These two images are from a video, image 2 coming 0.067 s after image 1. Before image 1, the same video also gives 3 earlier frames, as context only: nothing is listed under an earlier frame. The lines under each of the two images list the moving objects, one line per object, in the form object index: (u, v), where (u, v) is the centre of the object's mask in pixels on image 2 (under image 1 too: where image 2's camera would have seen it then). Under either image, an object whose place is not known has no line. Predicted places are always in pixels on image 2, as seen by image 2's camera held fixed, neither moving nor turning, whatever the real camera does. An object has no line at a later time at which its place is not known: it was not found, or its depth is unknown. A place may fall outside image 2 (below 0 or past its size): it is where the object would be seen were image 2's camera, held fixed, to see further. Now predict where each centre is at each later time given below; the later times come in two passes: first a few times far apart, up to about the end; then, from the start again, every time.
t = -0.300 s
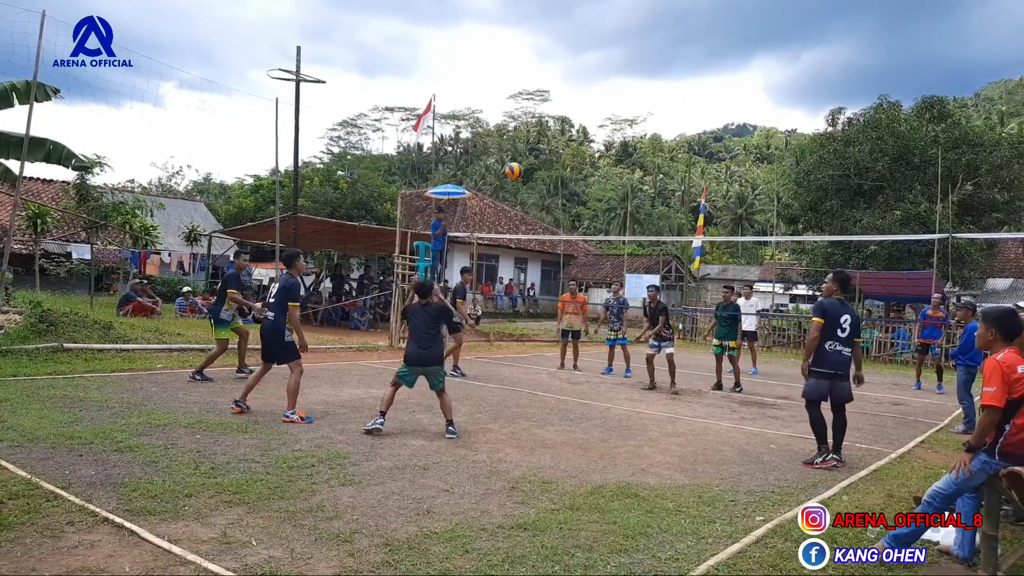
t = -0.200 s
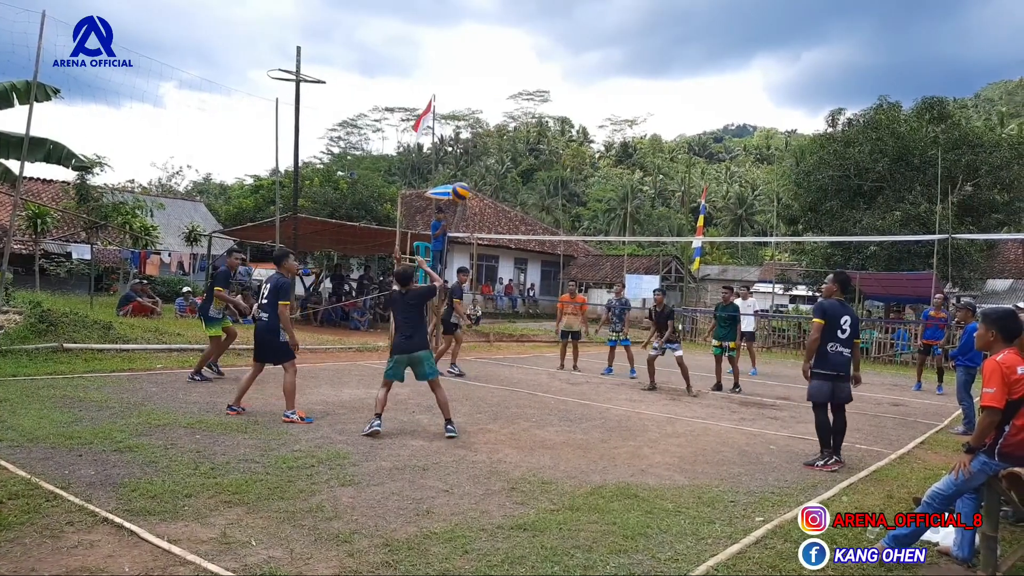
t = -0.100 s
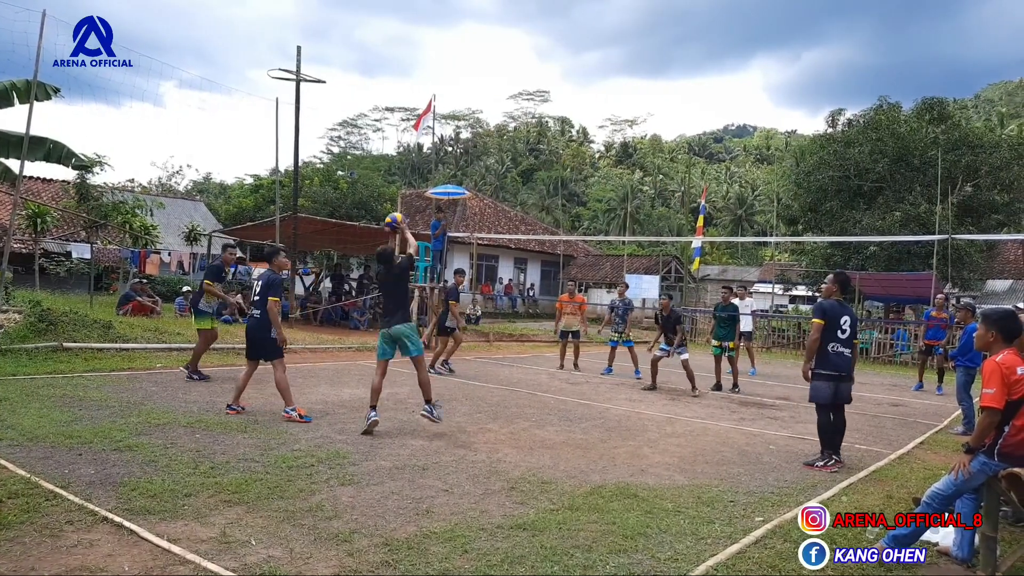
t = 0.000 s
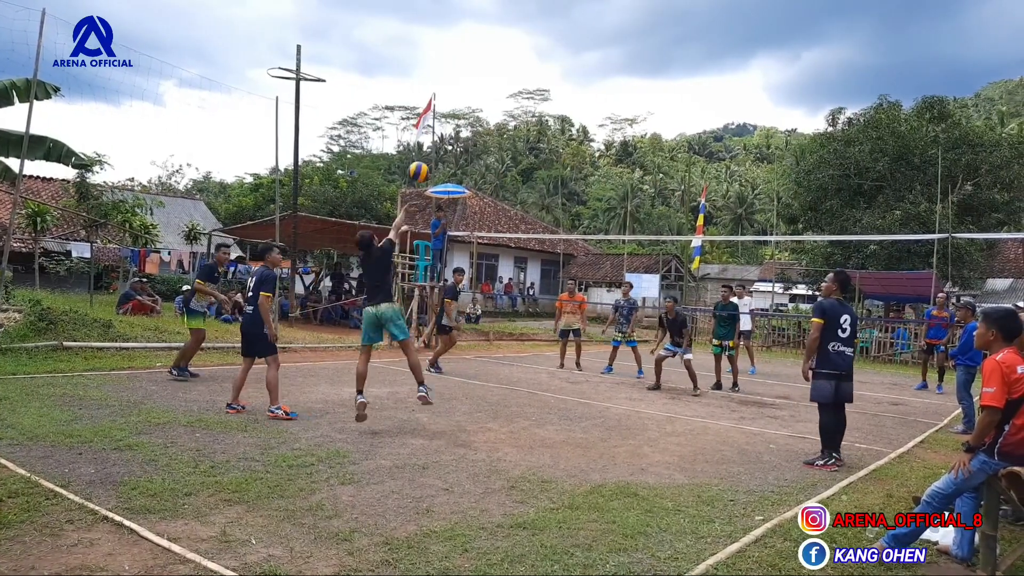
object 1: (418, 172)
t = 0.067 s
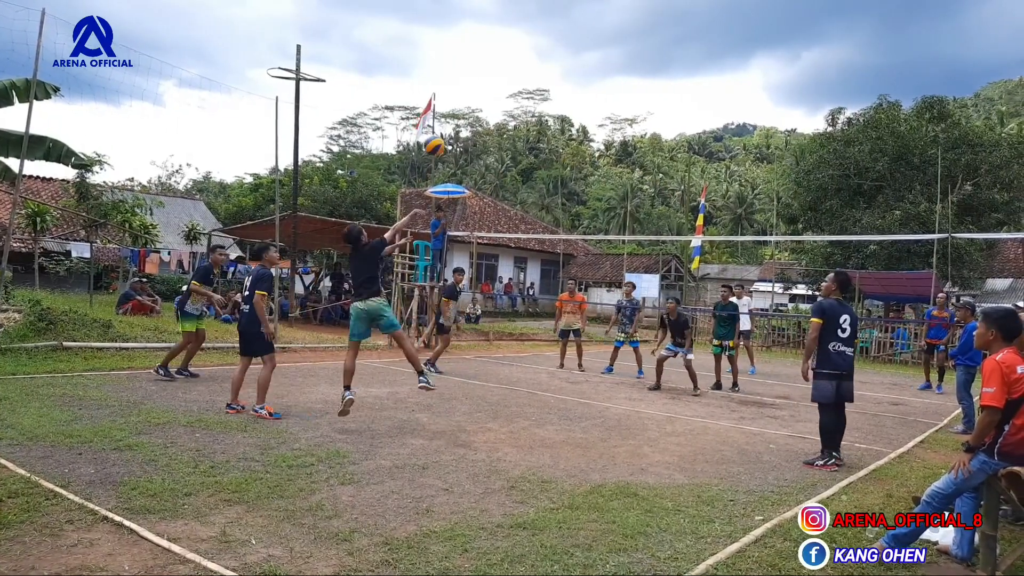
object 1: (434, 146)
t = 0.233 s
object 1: (470, 101)
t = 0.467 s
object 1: (514, 84)
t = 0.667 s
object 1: (545, 106)
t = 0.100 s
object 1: (442, 135)
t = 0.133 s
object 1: (449, 124)
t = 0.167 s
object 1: (456, 115)
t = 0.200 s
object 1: (463, 107)
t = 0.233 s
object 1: (470, 101)
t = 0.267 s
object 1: (477, 95)
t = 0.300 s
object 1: (484, 90)
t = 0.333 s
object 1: (490, 87)
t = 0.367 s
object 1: (496, 85)
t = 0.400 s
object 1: (502, 84)
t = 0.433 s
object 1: (508, 83)
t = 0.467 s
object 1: (514, 84)
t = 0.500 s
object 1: (519, 85)
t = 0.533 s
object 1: (525, 88)
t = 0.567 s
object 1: (530, 91)
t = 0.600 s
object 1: (535, 96)
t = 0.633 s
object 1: (540, 101)
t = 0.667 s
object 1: (545, 106)
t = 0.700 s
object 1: (549, 114)
